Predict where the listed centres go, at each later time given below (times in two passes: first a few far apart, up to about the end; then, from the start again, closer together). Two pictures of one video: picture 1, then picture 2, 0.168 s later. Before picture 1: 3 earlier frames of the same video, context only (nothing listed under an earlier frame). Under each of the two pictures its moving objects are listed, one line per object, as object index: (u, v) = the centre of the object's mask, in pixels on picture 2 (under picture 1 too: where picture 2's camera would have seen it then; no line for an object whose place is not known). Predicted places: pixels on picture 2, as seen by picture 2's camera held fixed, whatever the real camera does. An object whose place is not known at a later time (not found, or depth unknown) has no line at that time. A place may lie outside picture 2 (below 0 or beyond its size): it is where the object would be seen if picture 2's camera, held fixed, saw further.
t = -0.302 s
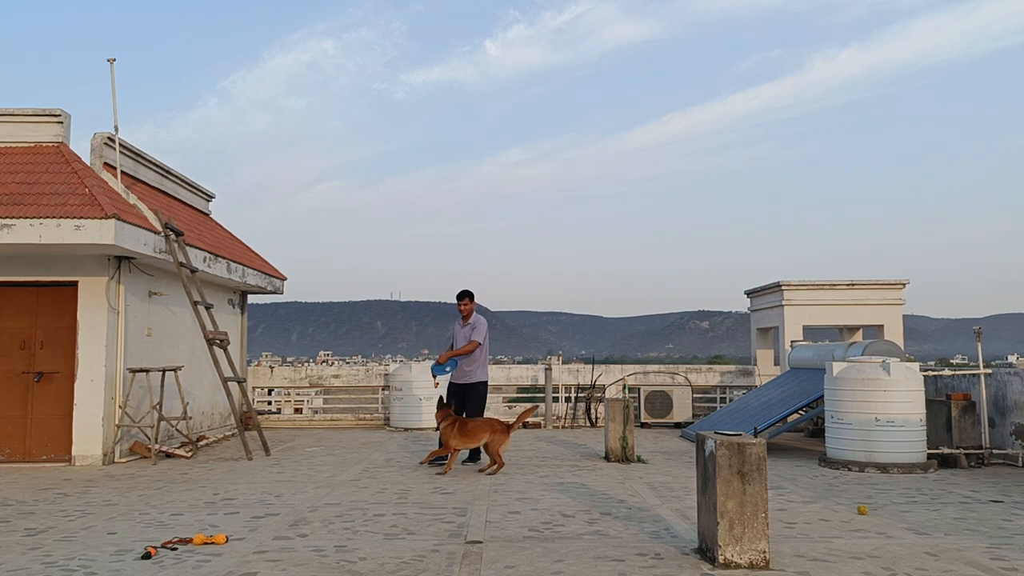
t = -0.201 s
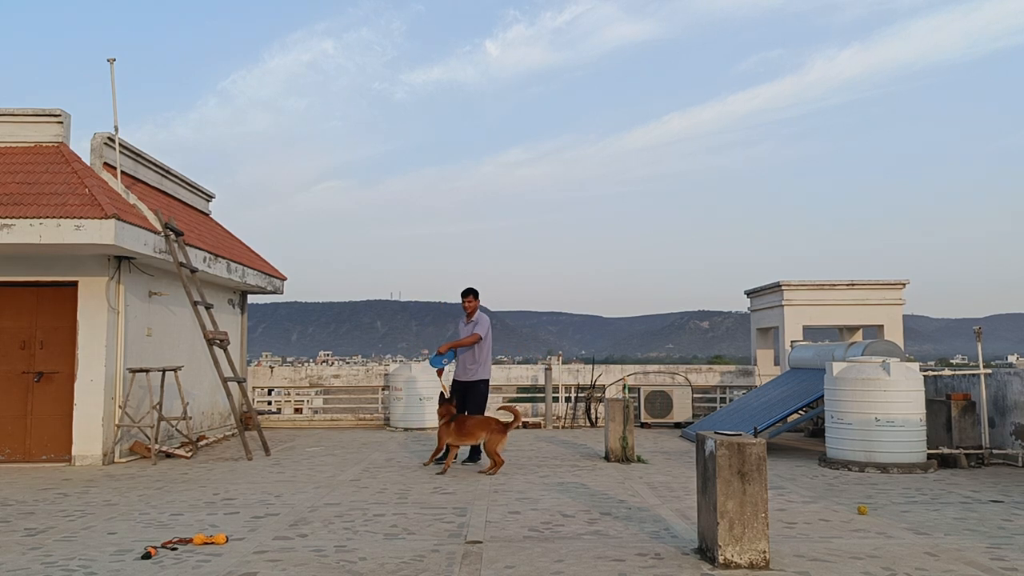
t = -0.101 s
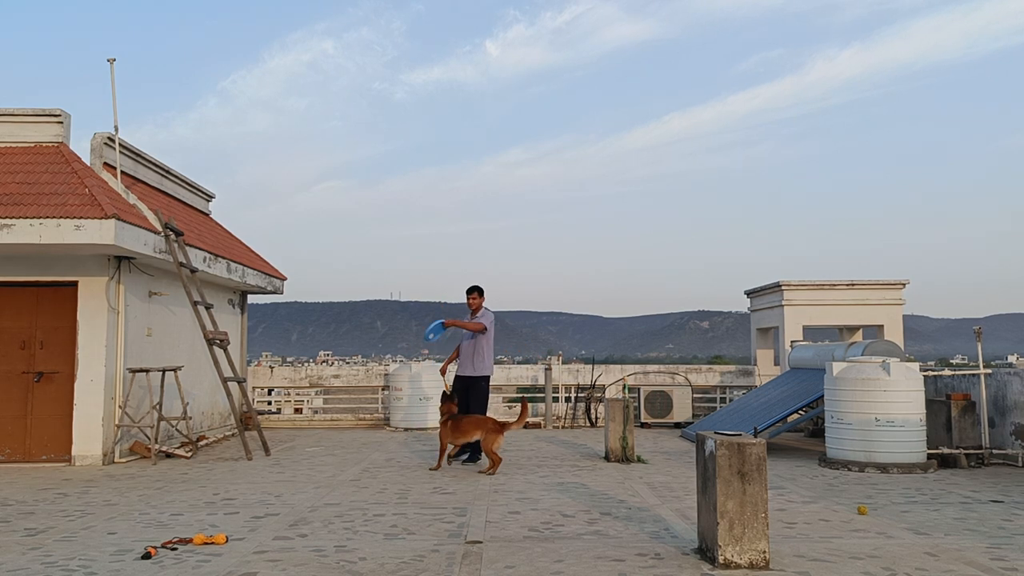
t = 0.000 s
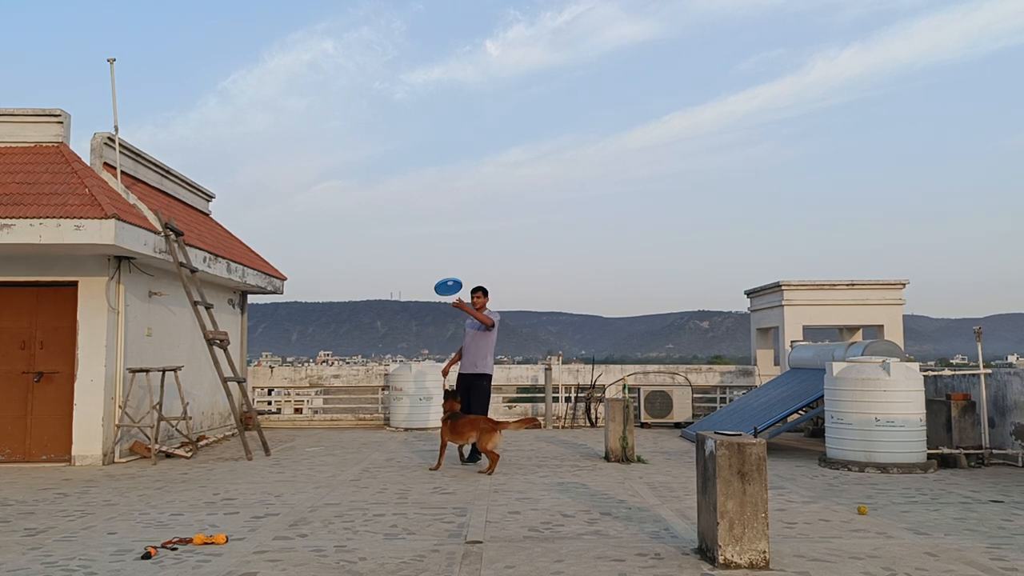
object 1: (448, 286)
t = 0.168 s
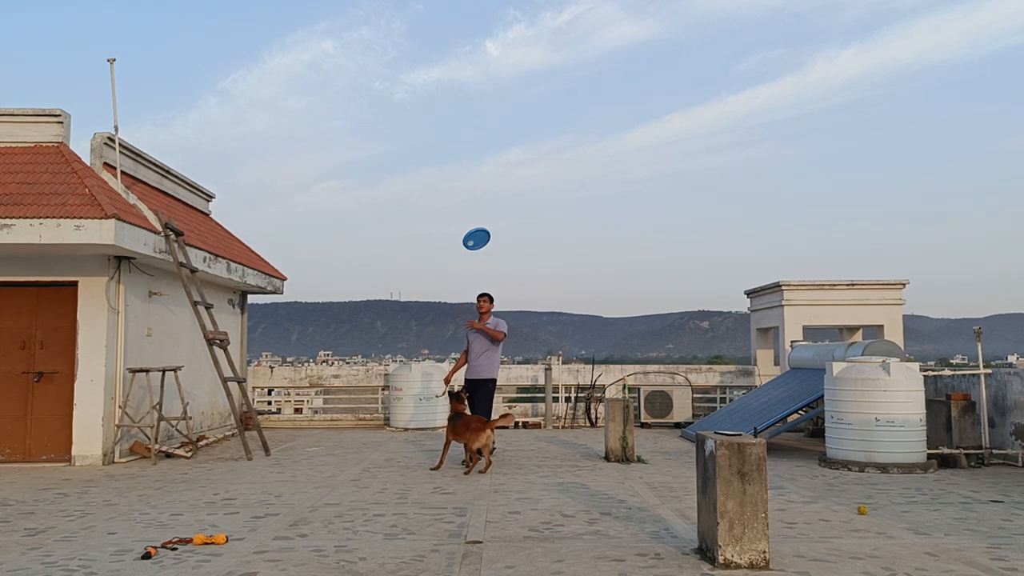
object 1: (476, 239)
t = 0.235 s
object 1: (487, 228)
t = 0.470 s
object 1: (526, 221)
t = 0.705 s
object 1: (560, 261)
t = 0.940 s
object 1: (585, 342)
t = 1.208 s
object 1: (596, 473)
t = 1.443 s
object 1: (597, 463)
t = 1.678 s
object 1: (590, 466)
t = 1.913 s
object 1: (593, 465)
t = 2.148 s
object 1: (590, 467)
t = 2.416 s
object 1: (585, 467)
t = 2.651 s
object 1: (587, 467)
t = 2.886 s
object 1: (578, 473)
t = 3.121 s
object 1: (581, 469)
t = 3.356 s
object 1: (574, 476)
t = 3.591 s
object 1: (577, 473)
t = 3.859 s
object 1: (577, 474)
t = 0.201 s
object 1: (482, 233)
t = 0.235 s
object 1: (487, 228)
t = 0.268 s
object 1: (492, 224)
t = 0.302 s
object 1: (498, 221)
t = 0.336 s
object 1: (504, 219)
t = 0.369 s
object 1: (509, 218)
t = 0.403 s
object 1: (515, 218)
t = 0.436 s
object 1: (521, 219)
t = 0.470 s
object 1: (526, 221)
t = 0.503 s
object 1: (531, 225)
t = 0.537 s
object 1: (536, 229)
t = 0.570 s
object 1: (541, 234)
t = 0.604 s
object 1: (546, 239)
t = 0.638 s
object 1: (551, 246)
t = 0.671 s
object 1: (556, 253)
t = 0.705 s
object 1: (560, 261)
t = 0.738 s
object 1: (565, 271)
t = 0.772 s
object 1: (568, 281)
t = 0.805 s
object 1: (572, 292)
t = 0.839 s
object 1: (575, 303)
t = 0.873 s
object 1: (579, 315)
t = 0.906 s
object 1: (582, 328)
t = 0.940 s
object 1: (585, 342)
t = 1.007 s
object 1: (590, 372)
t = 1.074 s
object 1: (593, 404)
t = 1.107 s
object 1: (594, 421)
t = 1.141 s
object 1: (595, 438)
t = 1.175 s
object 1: (595, 456)
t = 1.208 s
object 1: (596, 473)
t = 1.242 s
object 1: (598, 475)
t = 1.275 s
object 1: (597, 470)
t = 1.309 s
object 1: (598, 466)
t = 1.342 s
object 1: (597, 463)
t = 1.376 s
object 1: (597, 462)
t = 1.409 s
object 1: (597, 462)
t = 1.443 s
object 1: (597, 463)
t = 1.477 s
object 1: (596, 464)
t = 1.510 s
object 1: (595, 464)
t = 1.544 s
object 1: (593, 465)
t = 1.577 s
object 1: (592, 465)
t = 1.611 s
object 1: (591, 466)
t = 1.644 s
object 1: (591, 465)
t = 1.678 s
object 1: (590, 466)
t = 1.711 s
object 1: (590, 465)
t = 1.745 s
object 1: (590, 466)
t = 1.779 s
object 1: (590, 466)
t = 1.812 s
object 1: (591, 465)
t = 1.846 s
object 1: (591, 465)
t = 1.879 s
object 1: (592, 465)
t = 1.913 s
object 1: (593, 465)
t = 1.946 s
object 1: (593, 465)
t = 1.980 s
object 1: (593, 465)
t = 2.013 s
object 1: (593, 465)
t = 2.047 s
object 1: (593, 466)
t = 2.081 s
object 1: (592, 466)
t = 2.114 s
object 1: (591, 466)
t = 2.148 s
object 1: (590, 467)
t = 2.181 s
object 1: (589, 467)
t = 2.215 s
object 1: (587, 468)
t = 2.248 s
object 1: (586, 469)
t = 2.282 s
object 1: (585, 469)
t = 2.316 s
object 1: (584, 469)
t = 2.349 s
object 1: (584, 468)
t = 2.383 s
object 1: (584, 468)
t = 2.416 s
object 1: (585, 467)
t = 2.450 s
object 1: (585, 467)
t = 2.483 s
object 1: (586, 467)
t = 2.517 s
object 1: (587, 466)
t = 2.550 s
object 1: (587, 466)
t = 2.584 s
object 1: (587, 467)
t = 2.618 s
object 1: (587, 467)
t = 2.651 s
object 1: (587, 467)
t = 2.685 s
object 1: (586, 468)
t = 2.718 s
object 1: (585, 468)
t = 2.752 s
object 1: (584, 469)
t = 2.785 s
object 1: (582, 470)
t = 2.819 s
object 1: (580, 472)
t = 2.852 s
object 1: (579, 472)
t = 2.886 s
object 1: (578, 473)
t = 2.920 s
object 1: (578, 472)
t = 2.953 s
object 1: (578, 471)
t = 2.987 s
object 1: (579, 470)
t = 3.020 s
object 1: (580, 469)
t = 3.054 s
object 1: (581, 469)
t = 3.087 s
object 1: (581, 469)
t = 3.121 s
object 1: (581, 469)
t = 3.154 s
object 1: (581, 469)
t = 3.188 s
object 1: (581, 470)
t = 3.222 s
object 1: (580, 472)
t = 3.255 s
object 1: (578, 472)
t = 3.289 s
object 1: (577, 474)
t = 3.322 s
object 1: (575, 475)
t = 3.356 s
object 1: (574, 476)
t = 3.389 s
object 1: (575, 475)
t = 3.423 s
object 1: (575, 473)
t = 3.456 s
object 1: (576, 472)
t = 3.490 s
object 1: (577, 472)
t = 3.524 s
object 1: (577, 472)
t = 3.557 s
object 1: (577, 472)
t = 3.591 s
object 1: (577, 473)
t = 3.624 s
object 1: (576, 474)
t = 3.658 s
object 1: (575, 475)
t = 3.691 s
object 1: (574, 477)
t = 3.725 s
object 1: (574, 478)
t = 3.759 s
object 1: (574, 477)
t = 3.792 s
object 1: (575, 475)
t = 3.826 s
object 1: (576, 475)
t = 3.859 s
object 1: (577, 474)
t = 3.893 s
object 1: (576, 474)
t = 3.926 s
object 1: (576, 475)
